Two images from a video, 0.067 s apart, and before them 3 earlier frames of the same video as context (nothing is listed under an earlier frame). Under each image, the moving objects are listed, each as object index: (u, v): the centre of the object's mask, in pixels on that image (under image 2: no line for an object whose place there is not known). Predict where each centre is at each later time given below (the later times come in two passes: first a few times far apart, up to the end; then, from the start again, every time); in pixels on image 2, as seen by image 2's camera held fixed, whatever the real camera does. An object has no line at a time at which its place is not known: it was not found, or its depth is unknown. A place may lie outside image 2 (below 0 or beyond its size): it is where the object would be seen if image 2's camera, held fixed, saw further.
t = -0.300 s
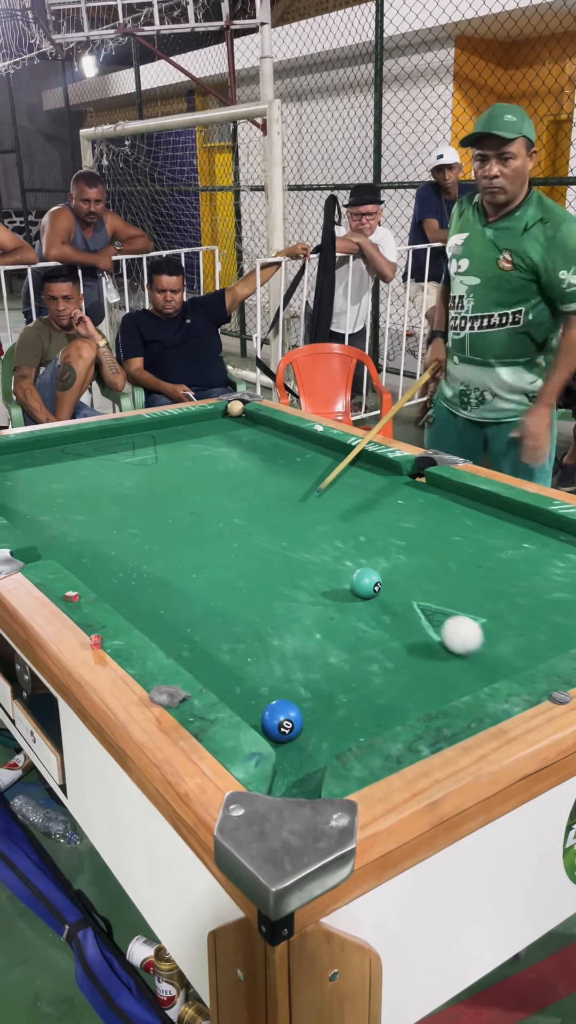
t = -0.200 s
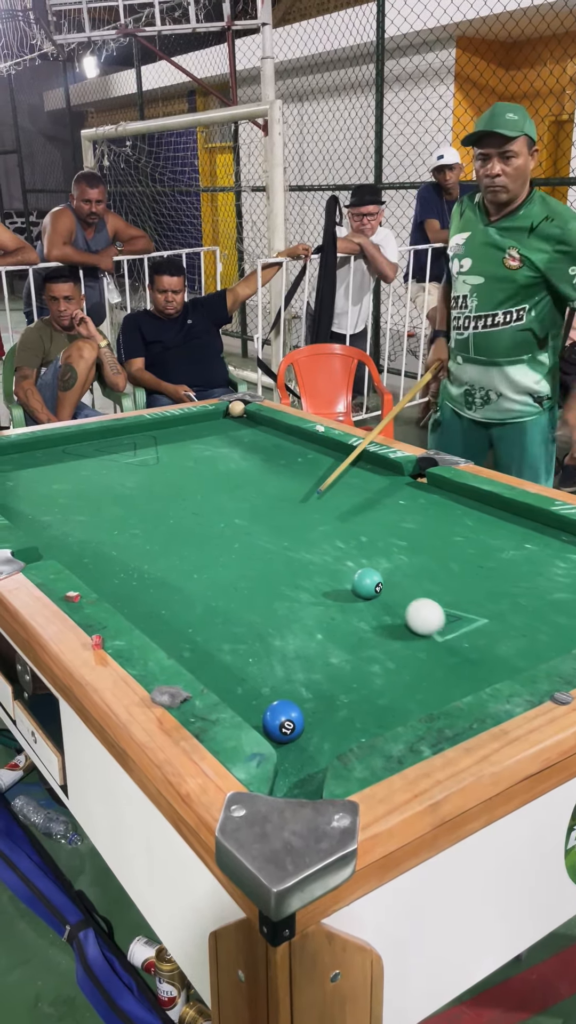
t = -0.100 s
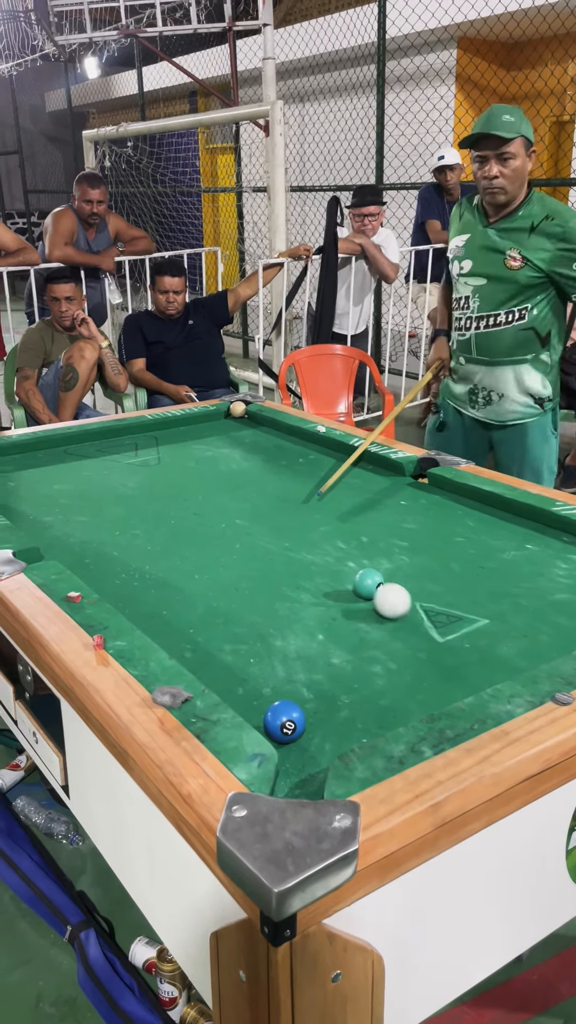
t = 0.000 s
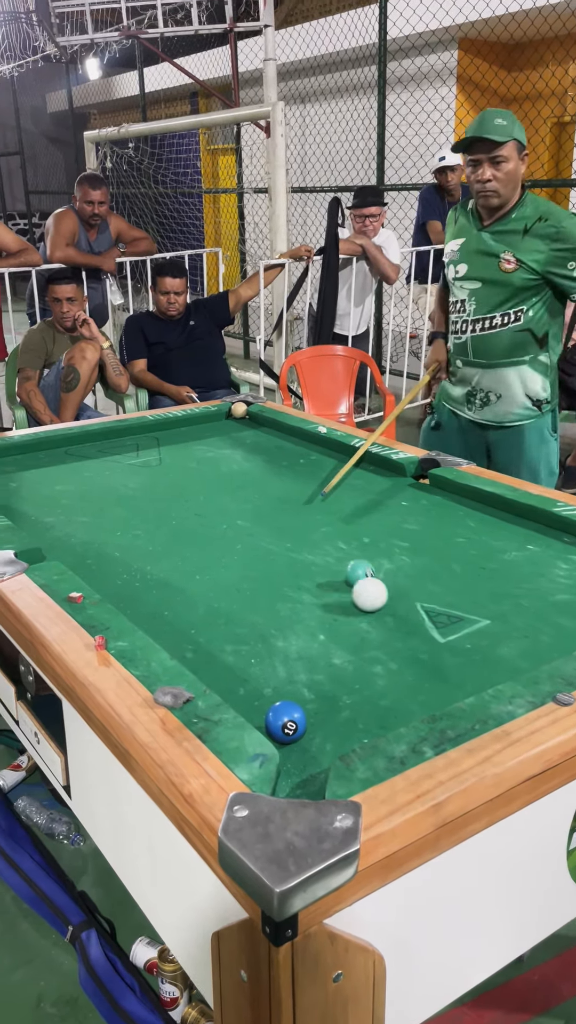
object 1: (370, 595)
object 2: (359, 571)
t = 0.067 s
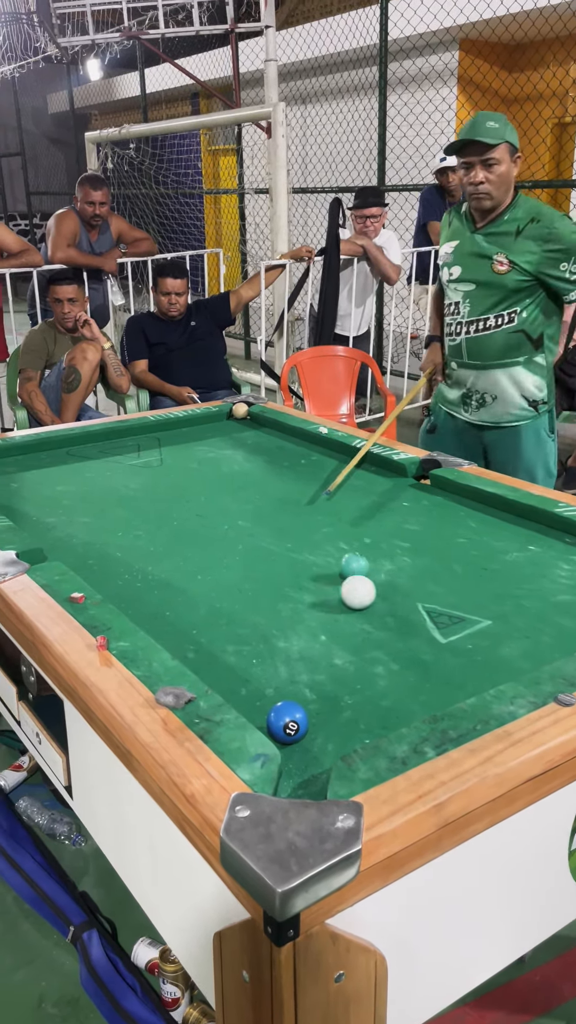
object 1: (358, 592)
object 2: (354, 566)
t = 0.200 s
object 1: (333, 587)
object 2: (340, 554)
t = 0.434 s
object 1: (293, 579)
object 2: (320, 533)
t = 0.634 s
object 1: (262, 573)
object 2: (306, 518)
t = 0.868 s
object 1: (230, 566)
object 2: (292, 502)
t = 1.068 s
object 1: (206, 562)
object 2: (281, 491)
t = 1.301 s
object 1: (181, 557)
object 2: (271, 479)
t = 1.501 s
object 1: (161, 553)
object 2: (263, 470)
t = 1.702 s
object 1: (144, 550)
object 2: (256, 463)
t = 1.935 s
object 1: (126, 547)
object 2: (249, 455)
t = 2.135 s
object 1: (113, 545)
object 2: (244, 449)
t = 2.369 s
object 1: (101, 543)
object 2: (239, 443)
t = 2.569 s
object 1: (92, 542)
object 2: (235, 438)
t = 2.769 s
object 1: (85, 541)
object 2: (232, 434)
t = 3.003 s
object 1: (79, 540)
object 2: (228, 431)
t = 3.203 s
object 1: (77, 540)
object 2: (226, 427)
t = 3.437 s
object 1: (77, 539)
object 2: (224, 425)
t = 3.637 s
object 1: (77, 539)
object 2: (222, 423)
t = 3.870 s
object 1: (77, 539)
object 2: (222, 421)
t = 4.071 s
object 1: (77, 539)
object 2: (221, 420)
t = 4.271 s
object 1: (77, 539)
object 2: (221, 420)
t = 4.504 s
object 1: (77, 539)
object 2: (220, 419)
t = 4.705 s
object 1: (77, 539)
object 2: (220, 419)
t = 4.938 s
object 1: (77, 539)
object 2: (220, 419)
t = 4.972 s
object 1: (77, 539)
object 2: (220, 419)
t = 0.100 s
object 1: (351, 591)
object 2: (350, 562)
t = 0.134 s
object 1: (345, 590)
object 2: (347, 560)
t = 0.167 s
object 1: (339, 589)
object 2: (344, 557)
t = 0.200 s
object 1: (333, 587)
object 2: (340, 554)
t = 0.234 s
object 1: (327, 586)
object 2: (337, 551)
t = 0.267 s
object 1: (321, 585)
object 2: (334, 547)
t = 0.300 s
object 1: (315, 584)
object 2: (332, 544)
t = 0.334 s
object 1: (309, 582)
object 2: (329, 541)
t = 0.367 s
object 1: (304, 581)
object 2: (326, 539)
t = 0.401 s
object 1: (298, 580)
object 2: (323, 536)
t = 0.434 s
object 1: (293, 579)
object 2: (320, 533)
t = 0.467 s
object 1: (287, 578)
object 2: (318, 530)
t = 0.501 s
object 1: (282, 577)
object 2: (315, 528)
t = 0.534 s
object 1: (277, 576)
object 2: (313, 525)
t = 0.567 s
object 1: (272, 575)
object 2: (311, 523)
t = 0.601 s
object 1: (267, 574)
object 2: (308, 520)
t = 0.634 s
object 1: (262, 573)
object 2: (306, 518)
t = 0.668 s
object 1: (258, 572)
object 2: (304, 515)
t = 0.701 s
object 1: (253, 571)
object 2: (301, 513)
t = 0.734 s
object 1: (248, 570)
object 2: (299, 511)
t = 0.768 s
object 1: (243, 569)
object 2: (297, 509)
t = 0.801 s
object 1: (239, 568)
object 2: (295, 506)
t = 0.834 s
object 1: (235, 567)
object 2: (294, 504)
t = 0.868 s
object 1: (230, 566)
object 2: (292, 502)
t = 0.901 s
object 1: (226, 566)
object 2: (290, 500)
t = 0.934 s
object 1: (222, 565)
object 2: (288, 498)
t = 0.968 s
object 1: (218, 564)
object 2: (286, 496)
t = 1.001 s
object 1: (214, 563)
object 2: (285, 494)
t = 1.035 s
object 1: (210, 562)
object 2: (283, 492)
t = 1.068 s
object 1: (206, 562)
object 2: (281, 491)
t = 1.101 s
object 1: (202, 561)
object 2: (279, 489)
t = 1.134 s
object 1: (198, 560)
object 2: (278, 487)
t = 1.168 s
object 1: (195, 560)
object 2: (276, 485)
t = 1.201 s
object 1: (191, 559)
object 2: (275, 484)
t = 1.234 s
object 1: (188, 558)
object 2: (274, 482)
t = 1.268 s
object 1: (184, 557)
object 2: (272, 481)
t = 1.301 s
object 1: (181, 557)
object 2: (271, 479)
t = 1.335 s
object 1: (178, 556)
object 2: (269, 477)
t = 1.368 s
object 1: (174, 556)
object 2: (268, 476)
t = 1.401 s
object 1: (171, 555)
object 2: (267, 474)
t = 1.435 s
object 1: (168, 554)
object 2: (265, 473)
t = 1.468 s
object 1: (165, 554)
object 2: (264, 472)
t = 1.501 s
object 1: (161, 553)
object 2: (263, 470)
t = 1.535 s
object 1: (158, 553)
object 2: (261, 469)
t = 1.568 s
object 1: (155, 552)
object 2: (260, 468)
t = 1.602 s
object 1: (153, 552)
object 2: (259, 466)
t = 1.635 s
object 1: (150, 551)
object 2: (258, 465)
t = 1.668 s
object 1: (147, 551)
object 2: (257, 464)
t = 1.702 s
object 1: (144, 550)
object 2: (256, 463)
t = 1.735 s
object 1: (142, 550)
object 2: (255, 462)
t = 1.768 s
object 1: (139, 549)
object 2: (254, 460)
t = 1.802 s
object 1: (136, 549)
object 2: (253, 459)
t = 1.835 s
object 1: (134, 548)
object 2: (252, 458)
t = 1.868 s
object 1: (131, 548)
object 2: (251, 457)
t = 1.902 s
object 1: (129, 547)
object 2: (250, 456)
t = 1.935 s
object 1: (126, 547)
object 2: (249, 455)
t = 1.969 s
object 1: (124, 547)
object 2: (248, 454)
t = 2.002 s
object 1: (122, 546)
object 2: (247, 453)
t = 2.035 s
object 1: (120, 546)
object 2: (247, 452)
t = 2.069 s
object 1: (117, 546)
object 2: (246, 451)
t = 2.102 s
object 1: (115, 545)
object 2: (245, 450)
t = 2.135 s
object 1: (113, 545)
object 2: (244, 449)
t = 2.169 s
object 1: (111, 545)
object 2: (243, 448)
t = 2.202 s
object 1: (109, 544)
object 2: (243, 447)
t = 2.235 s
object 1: (108, 544)
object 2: (242, 446)
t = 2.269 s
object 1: (106, 544)
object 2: (241, 445)
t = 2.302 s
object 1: (104, 543)
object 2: (240, 445)
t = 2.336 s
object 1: (103, 543)
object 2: (240, 444)
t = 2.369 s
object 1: (101, 543)
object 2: (239, 443)
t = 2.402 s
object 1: (99, 543)
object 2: (238, 442)
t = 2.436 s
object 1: (98, 543)
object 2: (238, 441)
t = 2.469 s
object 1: (96, 542)
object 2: (237, 441)
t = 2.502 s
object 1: (95, 542)
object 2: (236, 440)
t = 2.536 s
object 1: (93, 542)
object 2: (236, 439)
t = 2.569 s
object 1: (92, 542)
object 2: (235, 438)
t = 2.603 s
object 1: (91, 542)
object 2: (234, 438)
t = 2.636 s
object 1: (89, 541)
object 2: (234, 437)
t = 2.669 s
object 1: (88, 541)
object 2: (233, 436)
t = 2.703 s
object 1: (87, 541)
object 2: (233, 436)
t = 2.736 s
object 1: (86, 541)
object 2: (232, 435)
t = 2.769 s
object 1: (85, 541)
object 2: (232, 434)
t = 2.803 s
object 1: (84, 541)
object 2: (231, 434)
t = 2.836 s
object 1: (83, 541)
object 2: (230, 433)
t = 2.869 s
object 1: (82, 541)
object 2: (230, 433)
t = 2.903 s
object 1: (81, 541)
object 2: (229, 432)
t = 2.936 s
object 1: (80, 540)
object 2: (229, 431)
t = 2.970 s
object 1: (79, 540)
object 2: (229, 431)
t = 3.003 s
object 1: (79, 540)
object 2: (228, 431)
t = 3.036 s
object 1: (78, 540)
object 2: (228, 430)
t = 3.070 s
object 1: (78, 540)
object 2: (227, 429)
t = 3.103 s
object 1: (77, 540)
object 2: (227, 429)
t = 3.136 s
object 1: (77, 540)
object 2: (227, 428)
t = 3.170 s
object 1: (77, 540)
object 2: (226, 428)
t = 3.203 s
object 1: (77, 540)
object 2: (226, 427)
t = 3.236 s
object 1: (77, 540)
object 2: (225, 427)
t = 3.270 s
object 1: (77, 540)
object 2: (225, 427)
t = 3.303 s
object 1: (77, 540)
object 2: (225, 426)
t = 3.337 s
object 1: (77, 539)
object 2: (225, 426)
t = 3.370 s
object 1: (77, 539)
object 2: (224, 426)
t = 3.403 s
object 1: (77, 539)
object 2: (224, 425)
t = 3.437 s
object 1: (77, 539)
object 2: (224, 425)
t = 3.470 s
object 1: (77, 539)
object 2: (224, 425)
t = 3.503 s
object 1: (77, 539)
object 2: (223, 424)
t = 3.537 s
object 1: (77, 539)
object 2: (223, 424)
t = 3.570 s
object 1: (77, 539)
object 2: (223, 424)
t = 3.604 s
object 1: (77, 539)
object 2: (222, 423)
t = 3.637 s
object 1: (77, 539)
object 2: (222, 423)
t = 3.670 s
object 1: (77, 539)
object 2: (222, 423)
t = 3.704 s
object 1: (77, 539)
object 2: (222, 422)
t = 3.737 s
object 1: (77, 539)
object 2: (222, 422)
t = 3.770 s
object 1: (77, 539)
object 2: (222, 422)
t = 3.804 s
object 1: (77, 539)
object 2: (222, 422)
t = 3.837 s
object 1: (77, 539)
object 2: (222, 421)
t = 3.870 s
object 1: (77, 539)
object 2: (222, 421)
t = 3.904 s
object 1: (77, 539)
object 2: (221, 421)
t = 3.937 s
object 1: (77, 539)
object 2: (221, 421)
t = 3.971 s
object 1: (77, 539)
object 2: (221, 420)
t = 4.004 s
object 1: (77, 539)
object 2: (221, 420)
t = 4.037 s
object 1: (77, 539)
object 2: (221, 420)
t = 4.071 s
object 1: (77, 539)
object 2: (221, 420)
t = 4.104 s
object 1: (77, 539)
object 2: (221, 420)
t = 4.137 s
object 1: (77, 539)
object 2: (221, 420)
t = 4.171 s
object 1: (77, 539)
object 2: (221, 420)
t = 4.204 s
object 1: (77, 539)
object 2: (221, 420)
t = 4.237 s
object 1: (77, 539)
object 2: (221, 420)
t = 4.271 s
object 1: (77, 539)
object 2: (221, 420)
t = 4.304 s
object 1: (77, 539)
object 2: (220, 419)
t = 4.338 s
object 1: (77, 539)
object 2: (220, 419)
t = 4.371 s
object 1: (77, 539)
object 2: (220, 419)
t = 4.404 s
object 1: (77, 539)
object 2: (220, 419)
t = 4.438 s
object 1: (77, 539)
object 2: (220, 419)
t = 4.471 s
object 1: (77, 539)
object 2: (220, 419)
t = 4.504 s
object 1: (77, 539)
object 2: (220, 419)
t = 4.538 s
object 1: (77, 539)
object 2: (220, 419)
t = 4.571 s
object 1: (77, 539)
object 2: (220, 419)
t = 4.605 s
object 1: (77, 539)
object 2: (220, 419)
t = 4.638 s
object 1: (77, 539)
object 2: (220, 419)
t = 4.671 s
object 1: (77, 539)
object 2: (220, 419)
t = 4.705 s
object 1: (77, 539)
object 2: (220, 419)
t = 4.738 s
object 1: (77, 539)
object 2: (220, 419)
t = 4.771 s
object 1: (77, 539)
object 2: (220, 419)
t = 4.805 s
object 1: (77, 539)
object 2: (220, 419)
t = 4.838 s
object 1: (77, 539)
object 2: (220, 419)
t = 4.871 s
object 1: (77, 539)
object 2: (220, 419)
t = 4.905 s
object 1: (77, 539)
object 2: (220, 419)
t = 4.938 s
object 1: (77, 539)
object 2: (220, 419)
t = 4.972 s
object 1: (77, 539)
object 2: (220, 419)
